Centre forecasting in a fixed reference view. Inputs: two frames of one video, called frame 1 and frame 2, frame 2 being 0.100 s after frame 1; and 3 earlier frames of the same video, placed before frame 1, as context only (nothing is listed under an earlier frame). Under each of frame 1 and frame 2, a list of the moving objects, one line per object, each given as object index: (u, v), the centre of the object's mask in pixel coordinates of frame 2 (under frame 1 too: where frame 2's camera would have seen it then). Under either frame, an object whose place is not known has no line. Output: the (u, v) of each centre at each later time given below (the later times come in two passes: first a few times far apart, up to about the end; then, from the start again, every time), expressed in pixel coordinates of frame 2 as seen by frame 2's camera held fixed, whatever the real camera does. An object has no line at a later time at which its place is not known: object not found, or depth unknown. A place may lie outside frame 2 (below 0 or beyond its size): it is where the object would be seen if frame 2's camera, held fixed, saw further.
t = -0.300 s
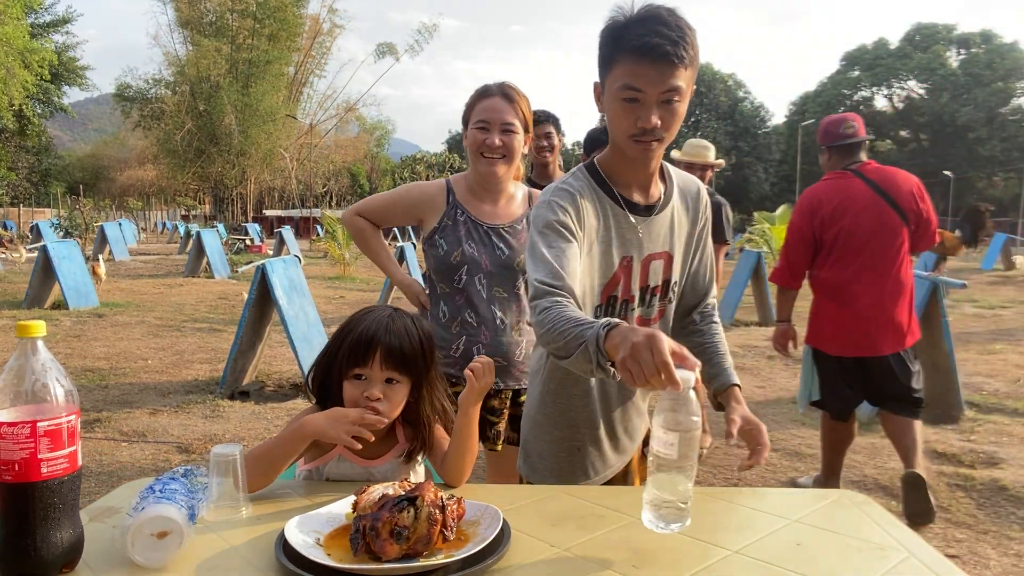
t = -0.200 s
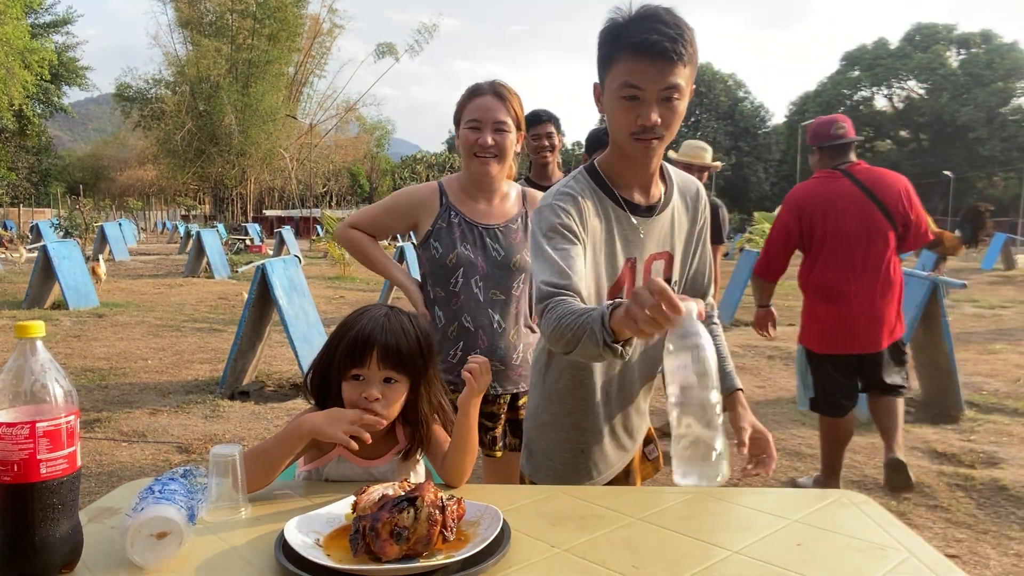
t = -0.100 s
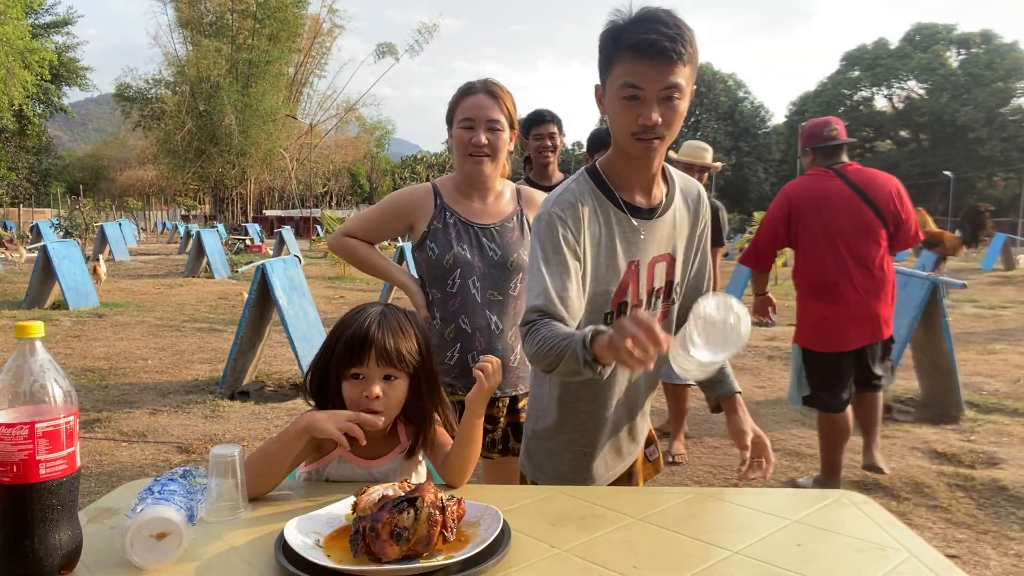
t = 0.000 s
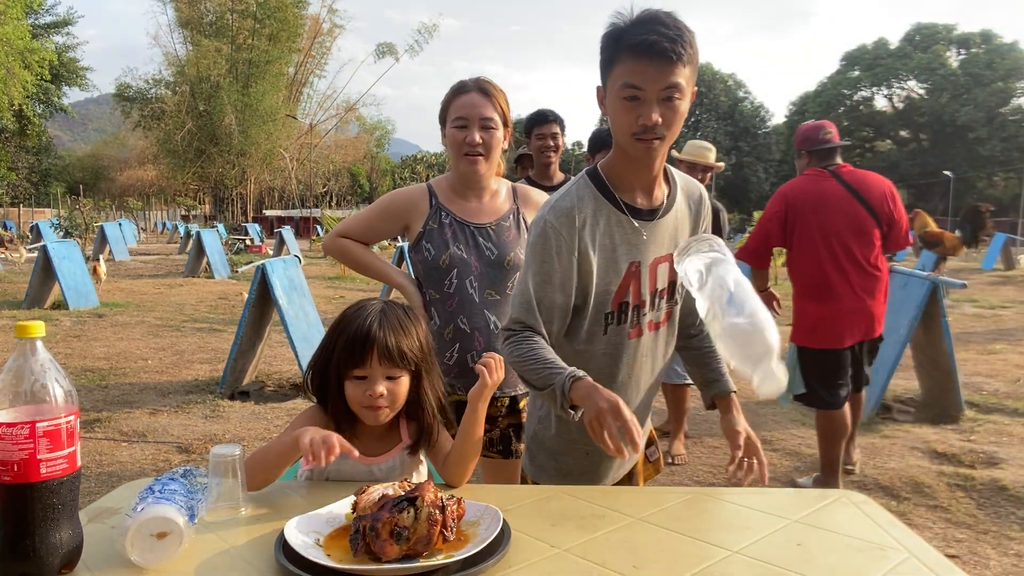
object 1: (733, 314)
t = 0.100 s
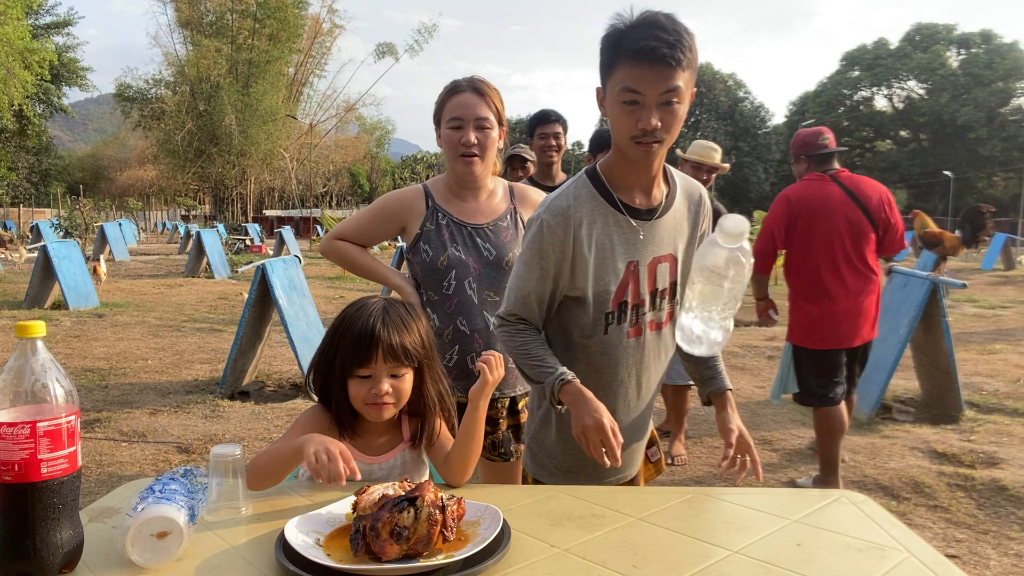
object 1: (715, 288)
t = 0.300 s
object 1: (690, 496)
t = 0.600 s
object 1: (707, 521)
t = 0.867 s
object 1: (710, 520)
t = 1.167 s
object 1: (698, 523)
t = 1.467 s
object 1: (674, 525)
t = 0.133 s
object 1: (710, 314)
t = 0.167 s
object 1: (704, 349)
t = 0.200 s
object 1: (700, 393)
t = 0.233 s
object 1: (696, 445)
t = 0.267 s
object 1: (692, 492)
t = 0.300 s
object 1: (690, 496)
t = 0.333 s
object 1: (693, 507)
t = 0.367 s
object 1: (697, 524)
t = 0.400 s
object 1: (699, 524)
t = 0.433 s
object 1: (700, 522)
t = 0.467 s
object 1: (700, 522)
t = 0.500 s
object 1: (700, 522)
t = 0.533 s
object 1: (702, 522)
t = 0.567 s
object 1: (704, 521)
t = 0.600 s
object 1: (707, 521)
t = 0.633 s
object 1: (709, 521)
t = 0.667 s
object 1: (710, 521)
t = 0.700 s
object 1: (710, 521)
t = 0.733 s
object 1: (710, 521)
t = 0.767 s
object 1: (709, 521)
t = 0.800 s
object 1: (709, 521)
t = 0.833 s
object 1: (710, 521)
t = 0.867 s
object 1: (710, 520)
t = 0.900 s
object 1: (710, 521)
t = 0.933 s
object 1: (709, 521)
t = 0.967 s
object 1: (708, 521)
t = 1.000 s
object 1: (707, 521)
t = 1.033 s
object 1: (705, 521)
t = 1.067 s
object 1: (704, 521)
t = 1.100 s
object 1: (703, 522)
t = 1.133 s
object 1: (700, 522)
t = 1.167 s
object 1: (698, 523)
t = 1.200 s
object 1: (696, 523)
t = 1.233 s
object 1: (694, 523)
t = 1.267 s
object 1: (691, 524)
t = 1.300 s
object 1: (689, 524)
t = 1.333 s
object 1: (685, 524)
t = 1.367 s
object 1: (682, 525)
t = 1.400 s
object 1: (680, 525)
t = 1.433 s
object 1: (677, 525)
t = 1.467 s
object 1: (674, 525)
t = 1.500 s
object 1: (672, 526)
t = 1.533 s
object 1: (668, 526)
